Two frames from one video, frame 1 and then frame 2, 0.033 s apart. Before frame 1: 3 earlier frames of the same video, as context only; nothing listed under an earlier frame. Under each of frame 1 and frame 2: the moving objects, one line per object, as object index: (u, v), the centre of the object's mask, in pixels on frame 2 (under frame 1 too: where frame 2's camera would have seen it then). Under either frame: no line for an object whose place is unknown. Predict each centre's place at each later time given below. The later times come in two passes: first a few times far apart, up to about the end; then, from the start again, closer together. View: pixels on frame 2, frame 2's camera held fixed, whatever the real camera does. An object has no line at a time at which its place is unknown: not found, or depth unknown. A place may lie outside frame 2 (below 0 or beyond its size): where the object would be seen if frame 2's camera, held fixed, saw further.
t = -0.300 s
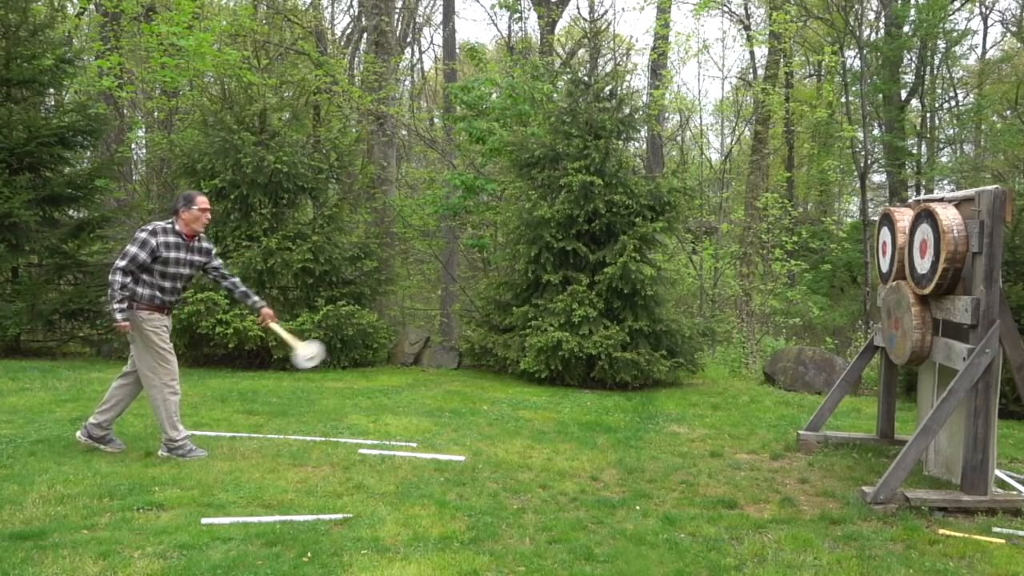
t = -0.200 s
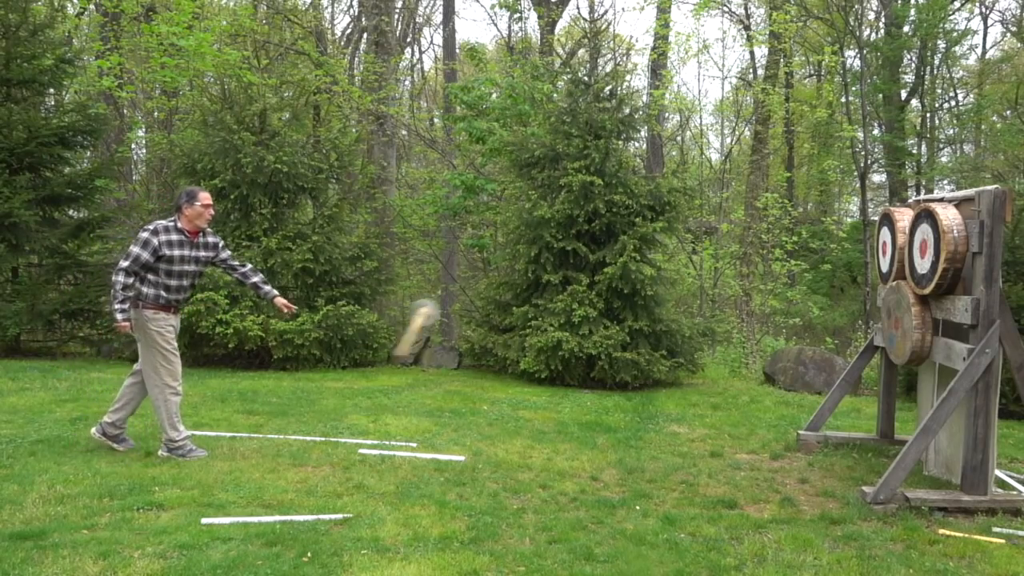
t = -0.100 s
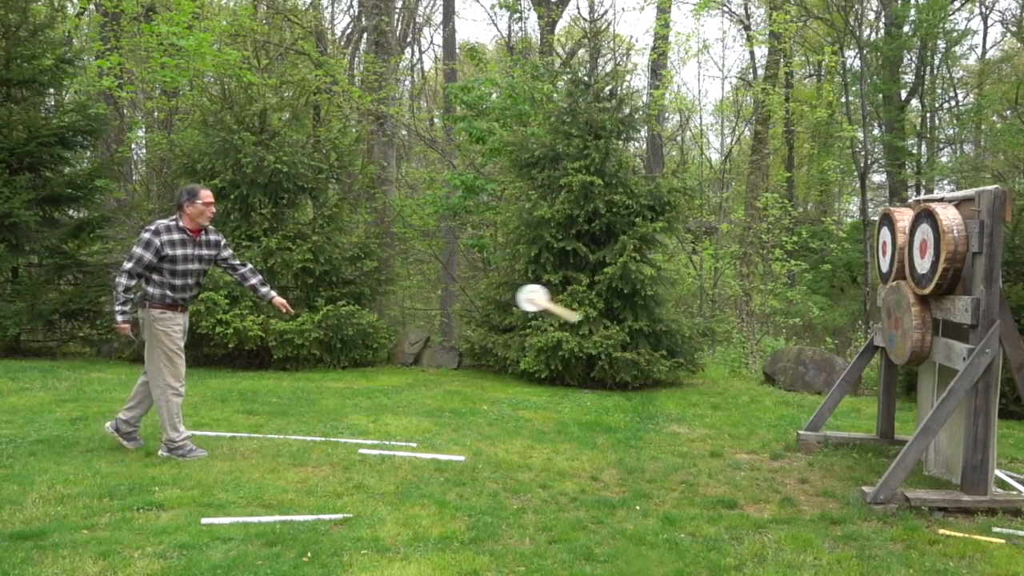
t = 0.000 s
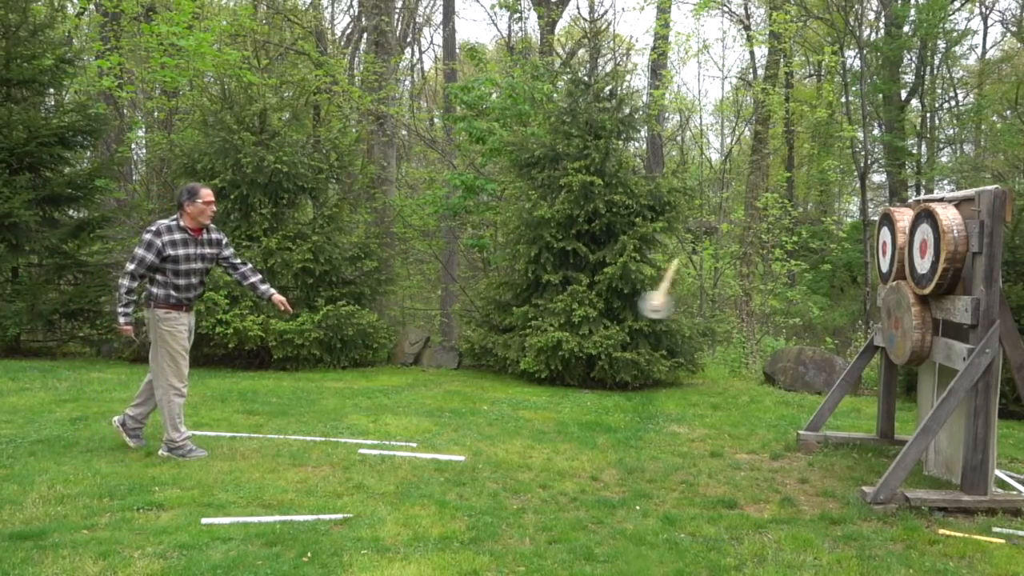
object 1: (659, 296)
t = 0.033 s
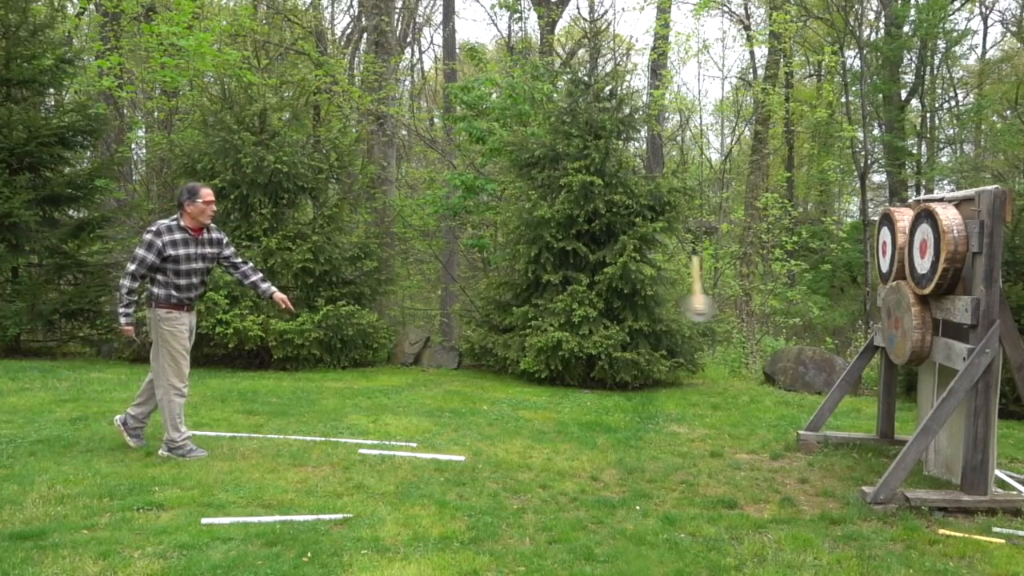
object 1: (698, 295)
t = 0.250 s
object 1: (884, 342)
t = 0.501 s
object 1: (881, 340)
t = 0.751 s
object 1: (881, 340)
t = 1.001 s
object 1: (882, 340)
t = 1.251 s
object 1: (882, 340)
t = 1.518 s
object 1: (882, 340)
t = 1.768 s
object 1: (882, 340)
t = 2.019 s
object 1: (882, 340)
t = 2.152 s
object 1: (882, 340)
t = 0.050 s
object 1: (715, 298)
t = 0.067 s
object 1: (734, 297)
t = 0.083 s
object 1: (753, 302)
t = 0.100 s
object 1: (776, 307)
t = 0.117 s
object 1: (794, 314)
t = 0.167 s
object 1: (851, 333)
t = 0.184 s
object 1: (874, 341)
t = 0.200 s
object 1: (885, 346)
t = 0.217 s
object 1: (886, 341)
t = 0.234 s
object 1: (884, 341)
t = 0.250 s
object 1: (884, 342)
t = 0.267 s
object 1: (883, 341)
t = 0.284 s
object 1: (882, 340)
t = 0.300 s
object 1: (882, 340)
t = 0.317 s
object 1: (881, 341)
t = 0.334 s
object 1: (882, 341)
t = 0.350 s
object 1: (882, 340)
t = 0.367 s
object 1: (882, 340)
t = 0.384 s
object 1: (881, 340)
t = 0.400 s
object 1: (881, 340)
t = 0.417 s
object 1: (882, 341)
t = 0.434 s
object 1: (882, 341)
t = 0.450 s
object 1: (882, 341)
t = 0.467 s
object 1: (882, 340)
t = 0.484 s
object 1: (881, 341)
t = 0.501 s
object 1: (881, 340)
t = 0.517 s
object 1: (881, 341)
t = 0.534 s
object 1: (882, 341)
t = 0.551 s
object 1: (882, 341)
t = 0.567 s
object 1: (881, 341)
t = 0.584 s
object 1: (882, 341)
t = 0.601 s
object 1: (882, 341)
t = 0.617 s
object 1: (882, 341)
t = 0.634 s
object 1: (882, 341)
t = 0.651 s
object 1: (881, 340)
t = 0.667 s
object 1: (881, 340)
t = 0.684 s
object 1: (882, 341)
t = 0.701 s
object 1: (882, 341)
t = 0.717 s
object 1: (882, 341)
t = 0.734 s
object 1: (881, 340)
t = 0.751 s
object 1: (881, 340)
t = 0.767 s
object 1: (881, 340)
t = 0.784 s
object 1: (882, 341)
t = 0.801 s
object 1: (882, 340)
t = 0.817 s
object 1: (882, 341)
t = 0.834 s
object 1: (881, 341)
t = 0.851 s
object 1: (881, 341)
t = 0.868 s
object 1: (882, 341)
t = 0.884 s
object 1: (882, 341)
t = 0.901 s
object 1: (882, 340)
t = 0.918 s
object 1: (882, 340)
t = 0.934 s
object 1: (882, 340)
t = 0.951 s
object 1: (882, 340)
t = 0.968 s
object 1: (882, 340)
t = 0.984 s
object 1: (882, 340)
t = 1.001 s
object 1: (882, 340)
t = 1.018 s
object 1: (882, 340)
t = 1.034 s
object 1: (882, 340)
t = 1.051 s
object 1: (882, 340)
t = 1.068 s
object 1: (882, 340)
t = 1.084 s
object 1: (882, 340)
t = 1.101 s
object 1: (882, 340)
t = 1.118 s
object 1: (882, 340)
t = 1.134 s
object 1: (882, 340)
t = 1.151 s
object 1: (882, 340)
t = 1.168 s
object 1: (882, 340)
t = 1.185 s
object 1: (882, 340)
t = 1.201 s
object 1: (882, 340)
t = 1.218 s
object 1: (882, 340)
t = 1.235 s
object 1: (882, 340)
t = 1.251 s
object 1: (882, 340)
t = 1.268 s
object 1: (882, 340)
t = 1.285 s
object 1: (882, 340)
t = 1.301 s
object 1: (882, 340)
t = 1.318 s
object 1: (882, 340)
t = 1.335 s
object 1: (882, 340)
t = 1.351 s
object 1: (882, 340)
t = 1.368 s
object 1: (882, 340)
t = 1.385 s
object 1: (882, 340)
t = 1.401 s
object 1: (882, 340)
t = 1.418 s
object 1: (882, 340)
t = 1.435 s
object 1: (882, 340)
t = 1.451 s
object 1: (882, 340)
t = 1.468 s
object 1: (882, 340)
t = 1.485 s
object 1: (882, 340)
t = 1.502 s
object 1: (882, 340)
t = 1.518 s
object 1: (882, 340)
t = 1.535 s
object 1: (882, 340)
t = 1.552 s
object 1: (882, 340)
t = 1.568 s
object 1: (882, 340)
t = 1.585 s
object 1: (882, 340)
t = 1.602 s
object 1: (882, 340)
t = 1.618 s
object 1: (882, 340)
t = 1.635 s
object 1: (882, 340)
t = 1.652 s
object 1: (882, 340)
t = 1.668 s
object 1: (882, 340)
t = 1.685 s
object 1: (882, 340)
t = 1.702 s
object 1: (882, 340)
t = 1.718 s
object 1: (882, 340)
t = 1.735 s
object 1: (882, 340)
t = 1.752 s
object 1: (882, 340)
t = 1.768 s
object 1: (882, 340)
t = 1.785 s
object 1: (882, 340)
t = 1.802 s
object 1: (882, 340)
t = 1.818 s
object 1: (882, 340)
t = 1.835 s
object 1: (882, 340)
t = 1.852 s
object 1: (882, 340)
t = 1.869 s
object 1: (882, 340)
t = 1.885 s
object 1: (882, 340)
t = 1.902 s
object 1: (882, 340)
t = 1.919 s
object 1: (882, 340)
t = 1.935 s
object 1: (882, 340)
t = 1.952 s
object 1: (882, 340)
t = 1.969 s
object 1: (882, 340)
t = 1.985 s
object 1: (882, 340)
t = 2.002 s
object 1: (882, 340)
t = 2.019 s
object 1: (882, 340)
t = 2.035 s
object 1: (882, 340)
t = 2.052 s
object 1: (882, 340)
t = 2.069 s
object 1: (882, 340)
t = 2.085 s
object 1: (882, 340)
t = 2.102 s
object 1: (882, 340)
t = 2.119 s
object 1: (882, 340)
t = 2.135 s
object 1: (882, 340)
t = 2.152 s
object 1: (882, 340)
